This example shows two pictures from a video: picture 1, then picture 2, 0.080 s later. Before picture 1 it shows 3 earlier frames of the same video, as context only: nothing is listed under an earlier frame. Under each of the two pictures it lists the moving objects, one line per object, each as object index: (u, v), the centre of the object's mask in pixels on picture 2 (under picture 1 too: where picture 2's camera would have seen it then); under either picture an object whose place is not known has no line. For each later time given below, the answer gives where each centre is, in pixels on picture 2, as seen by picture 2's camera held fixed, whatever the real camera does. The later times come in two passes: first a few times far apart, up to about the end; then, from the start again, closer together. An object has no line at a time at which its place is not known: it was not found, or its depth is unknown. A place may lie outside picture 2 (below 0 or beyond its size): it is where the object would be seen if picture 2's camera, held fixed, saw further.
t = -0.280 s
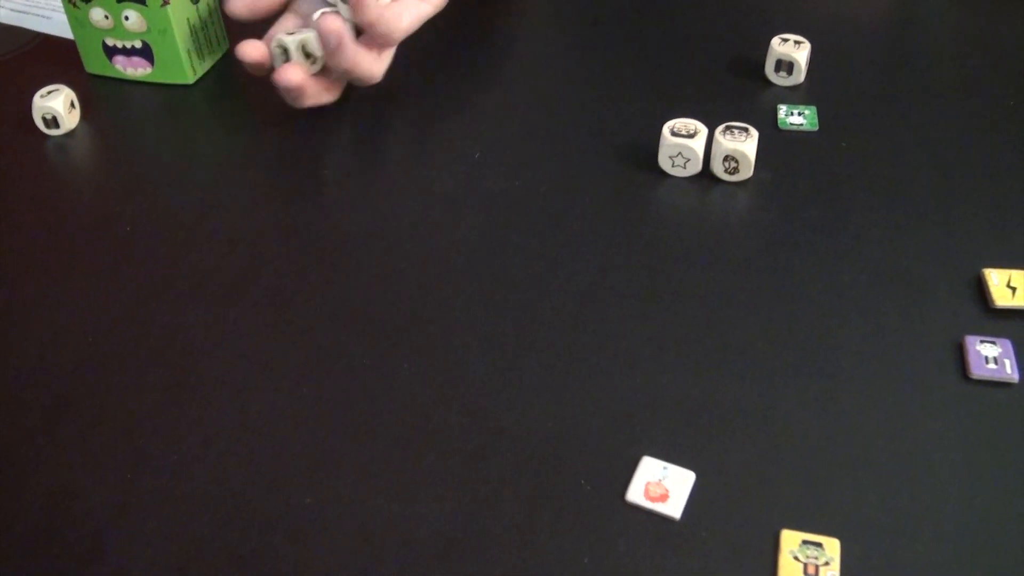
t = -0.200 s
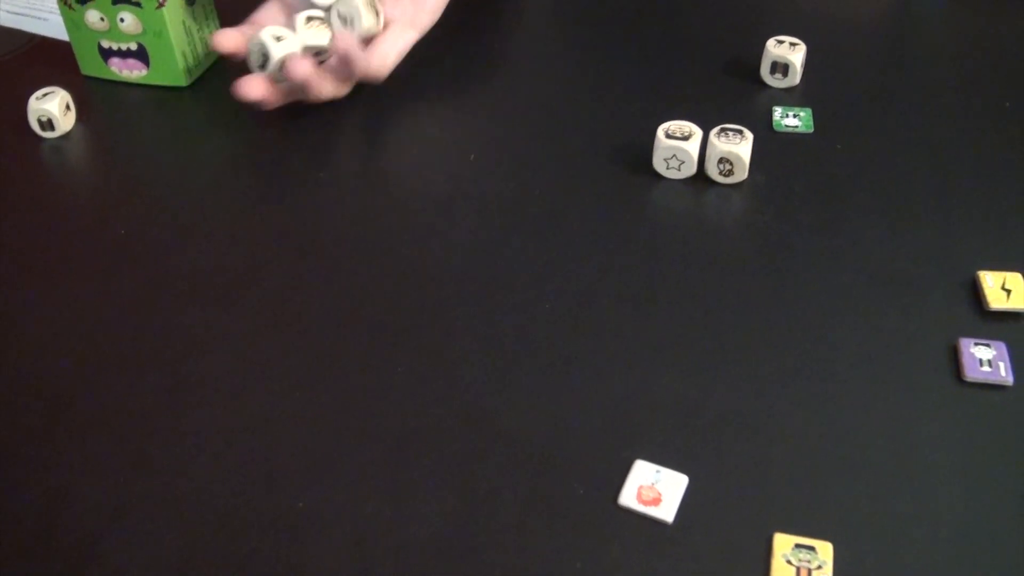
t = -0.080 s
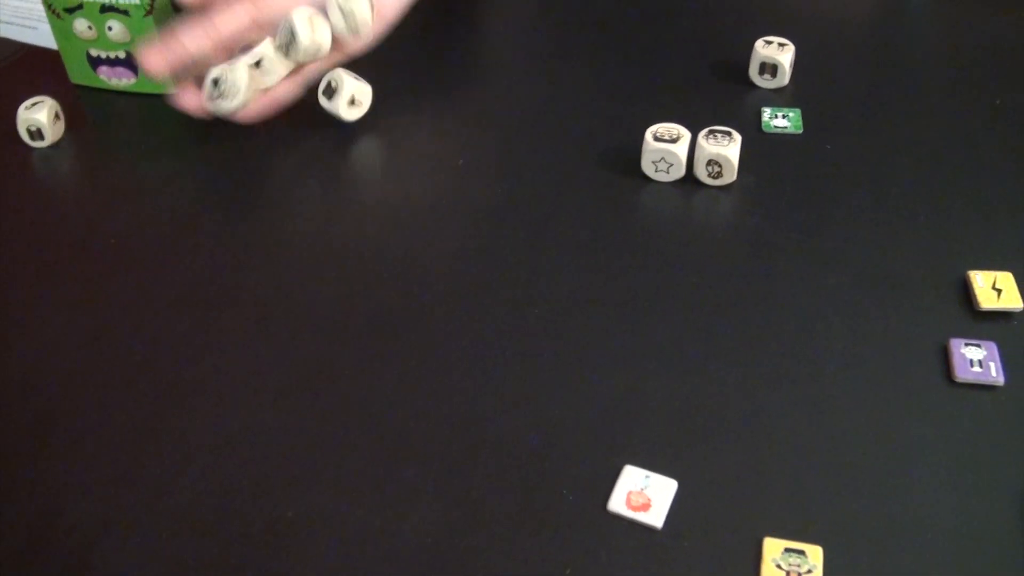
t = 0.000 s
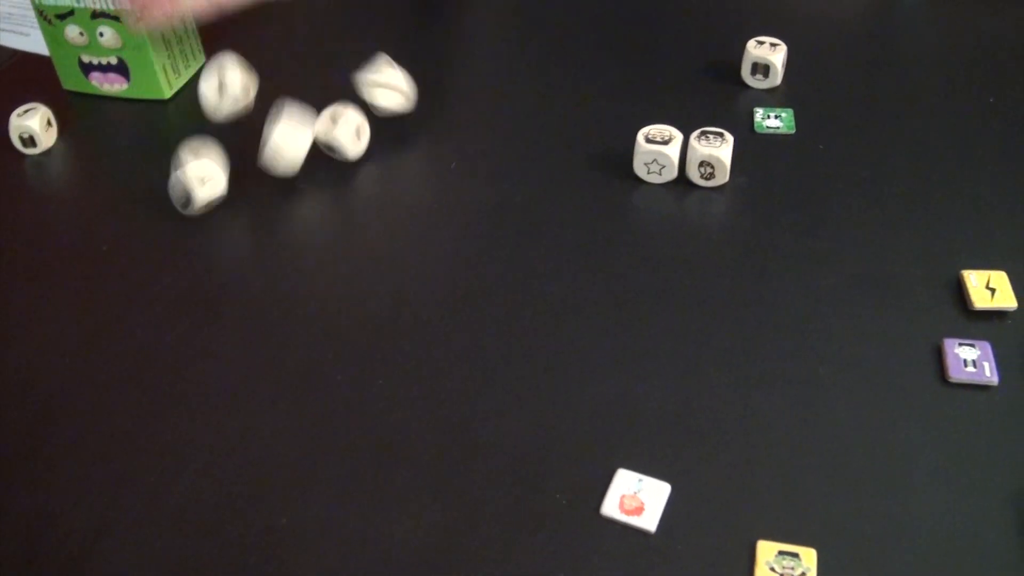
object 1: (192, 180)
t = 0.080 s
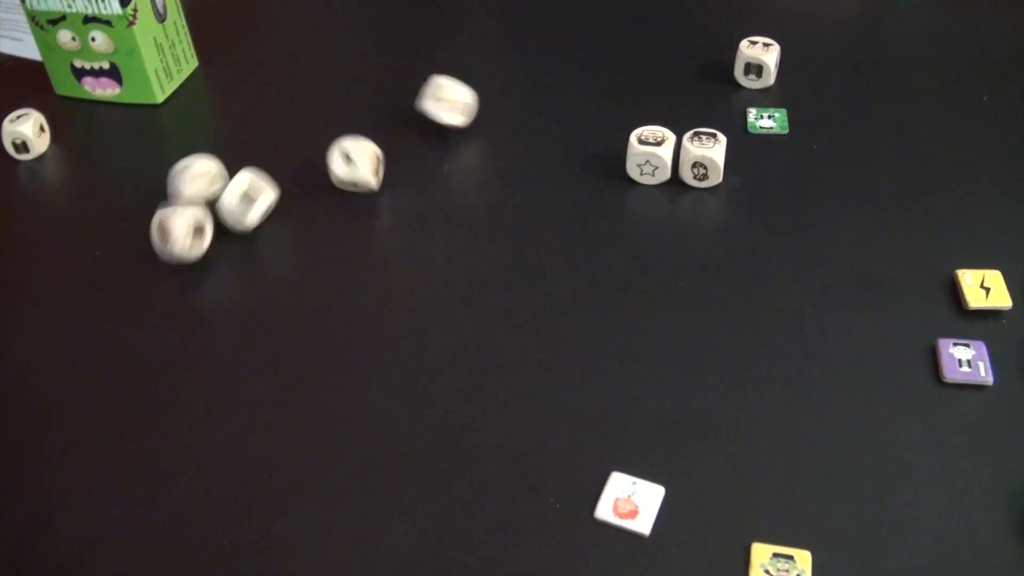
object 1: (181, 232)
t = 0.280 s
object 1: (138, 338)
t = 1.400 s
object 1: (134, 359)
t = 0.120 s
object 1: (175, 255)
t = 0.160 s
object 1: (169, 272)
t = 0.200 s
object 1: (161, 298)
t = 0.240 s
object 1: (149, 317)
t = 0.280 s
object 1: (138, 338)
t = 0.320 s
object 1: (130, 349)
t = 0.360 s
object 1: (124, 357)
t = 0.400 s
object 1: (126, 361)
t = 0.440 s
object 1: (130, 363)
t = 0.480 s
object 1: (135, 361)
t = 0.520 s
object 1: (135, 359)
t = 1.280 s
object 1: (134, 360)
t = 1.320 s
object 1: (134, 360)
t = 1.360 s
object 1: (134, 360)
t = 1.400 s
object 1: (134, 359)
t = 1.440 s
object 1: (134, 359)
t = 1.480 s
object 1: (134, 359)
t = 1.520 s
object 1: (135, 359)
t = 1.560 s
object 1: (134, 359)
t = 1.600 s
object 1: (135, 359)
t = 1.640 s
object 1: (135, 359)
